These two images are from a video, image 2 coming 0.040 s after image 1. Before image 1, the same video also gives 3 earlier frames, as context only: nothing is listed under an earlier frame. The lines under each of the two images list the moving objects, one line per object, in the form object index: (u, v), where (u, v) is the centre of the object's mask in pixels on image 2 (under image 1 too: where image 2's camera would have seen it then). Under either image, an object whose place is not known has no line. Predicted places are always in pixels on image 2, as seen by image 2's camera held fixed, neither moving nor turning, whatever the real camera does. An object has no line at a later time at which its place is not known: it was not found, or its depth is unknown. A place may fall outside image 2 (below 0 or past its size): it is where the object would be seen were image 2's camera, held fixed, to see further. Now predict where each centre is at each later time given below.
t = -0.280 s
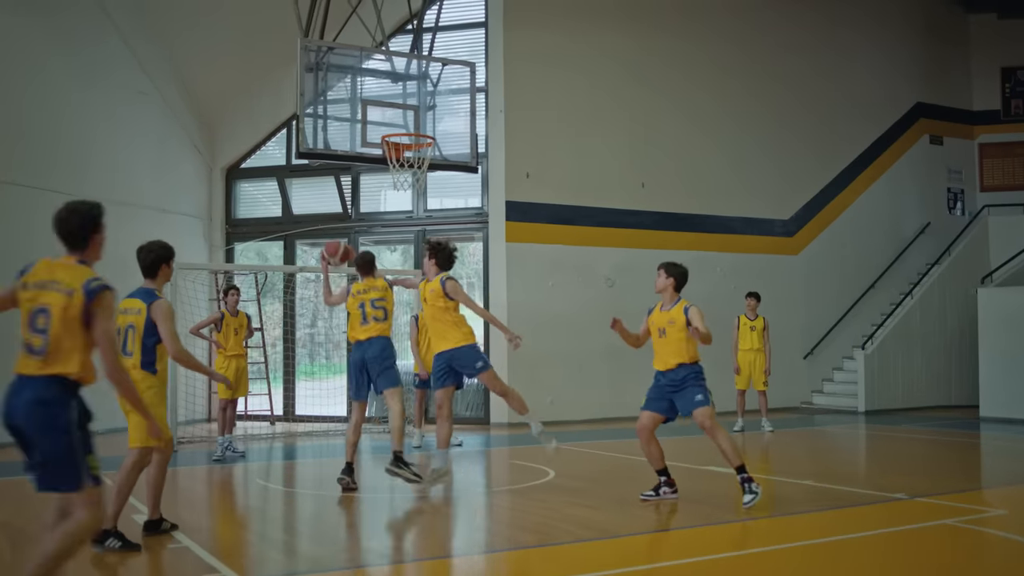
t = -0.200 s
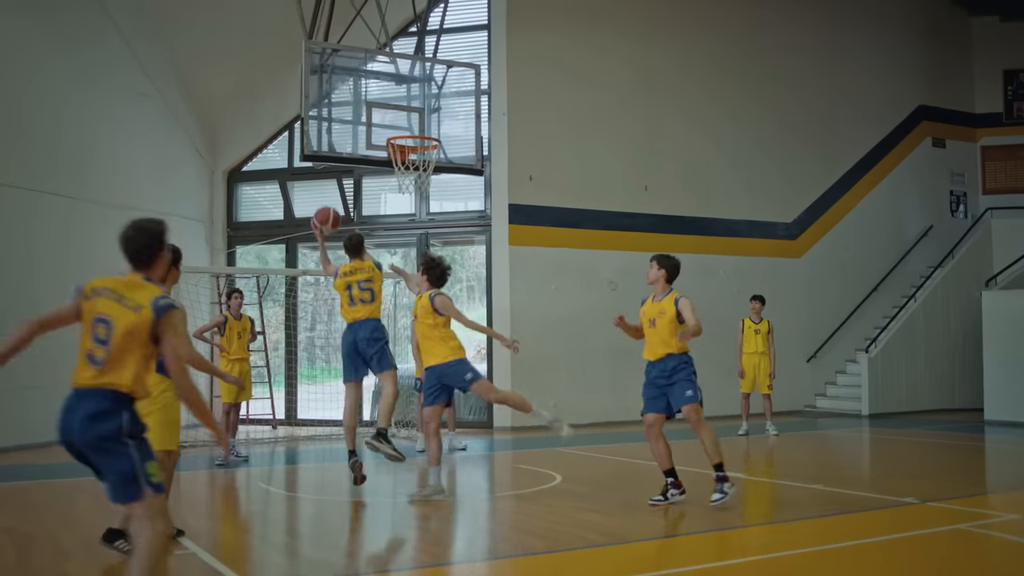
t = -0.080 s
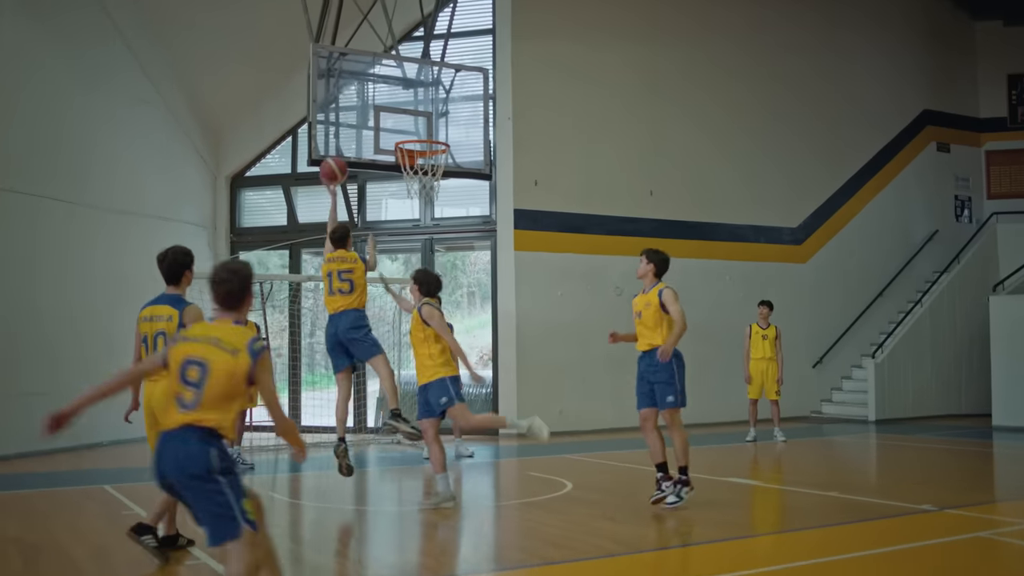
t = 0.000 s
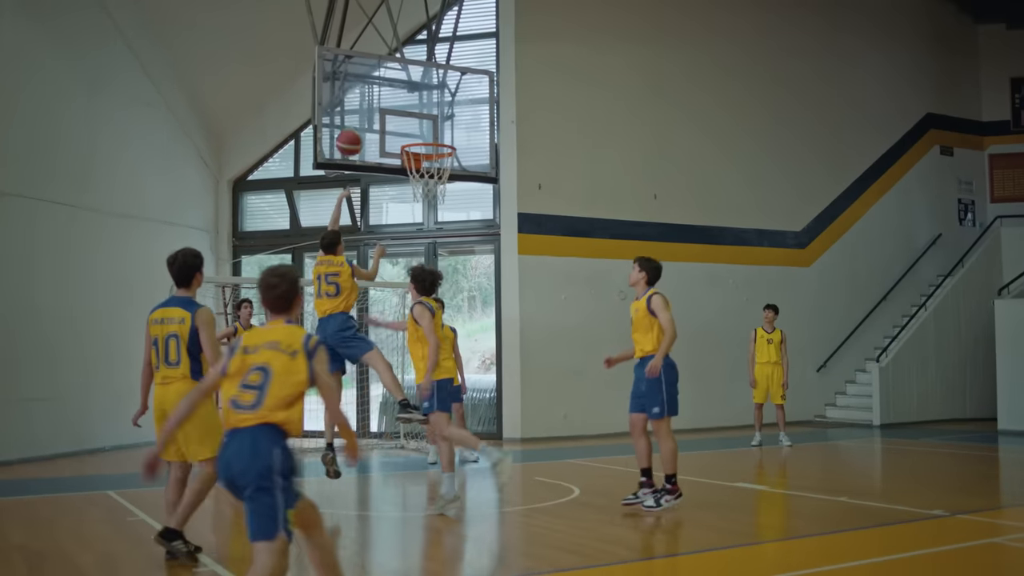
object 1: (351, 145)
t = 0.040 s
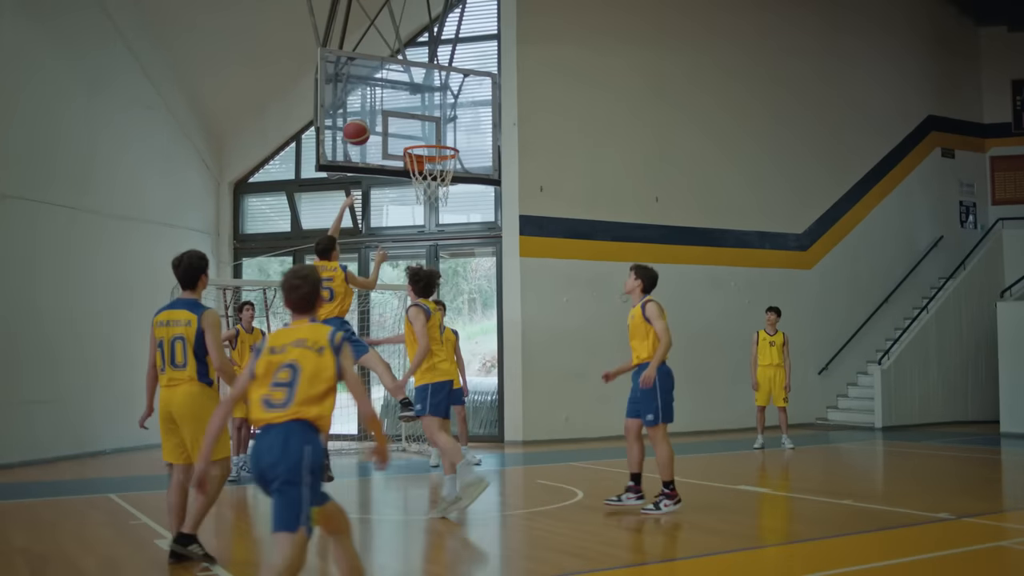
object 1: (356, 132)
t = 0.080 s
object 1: (362, 122)
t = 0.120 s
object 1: (367, 113)
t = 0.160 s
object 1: (373, 106)
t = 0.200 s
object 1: (378, 101)
